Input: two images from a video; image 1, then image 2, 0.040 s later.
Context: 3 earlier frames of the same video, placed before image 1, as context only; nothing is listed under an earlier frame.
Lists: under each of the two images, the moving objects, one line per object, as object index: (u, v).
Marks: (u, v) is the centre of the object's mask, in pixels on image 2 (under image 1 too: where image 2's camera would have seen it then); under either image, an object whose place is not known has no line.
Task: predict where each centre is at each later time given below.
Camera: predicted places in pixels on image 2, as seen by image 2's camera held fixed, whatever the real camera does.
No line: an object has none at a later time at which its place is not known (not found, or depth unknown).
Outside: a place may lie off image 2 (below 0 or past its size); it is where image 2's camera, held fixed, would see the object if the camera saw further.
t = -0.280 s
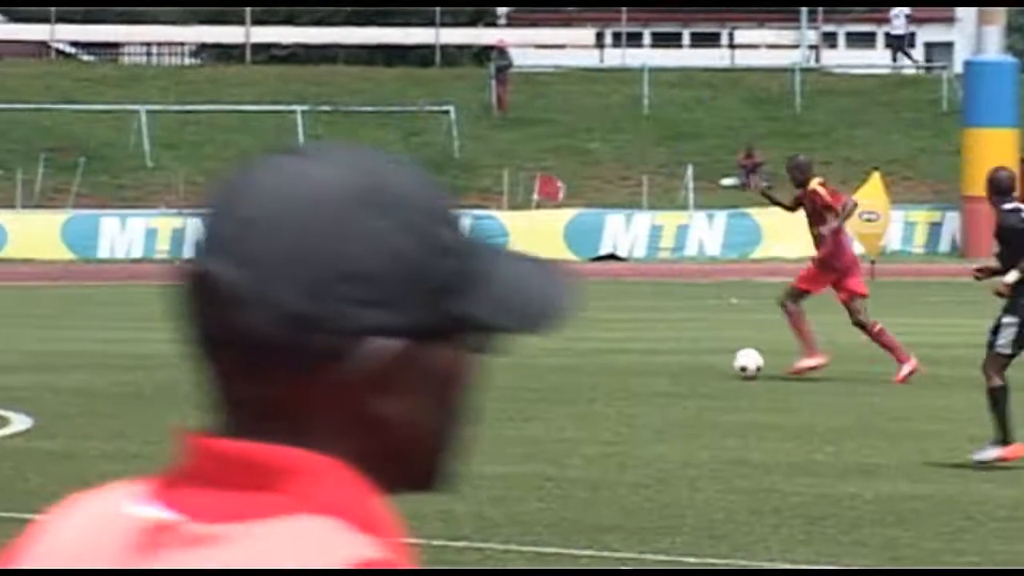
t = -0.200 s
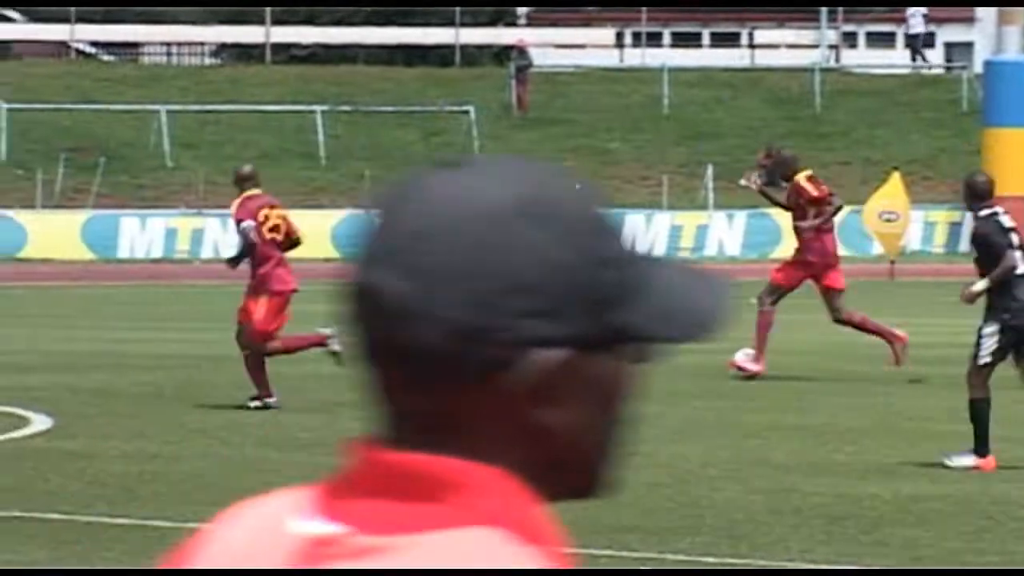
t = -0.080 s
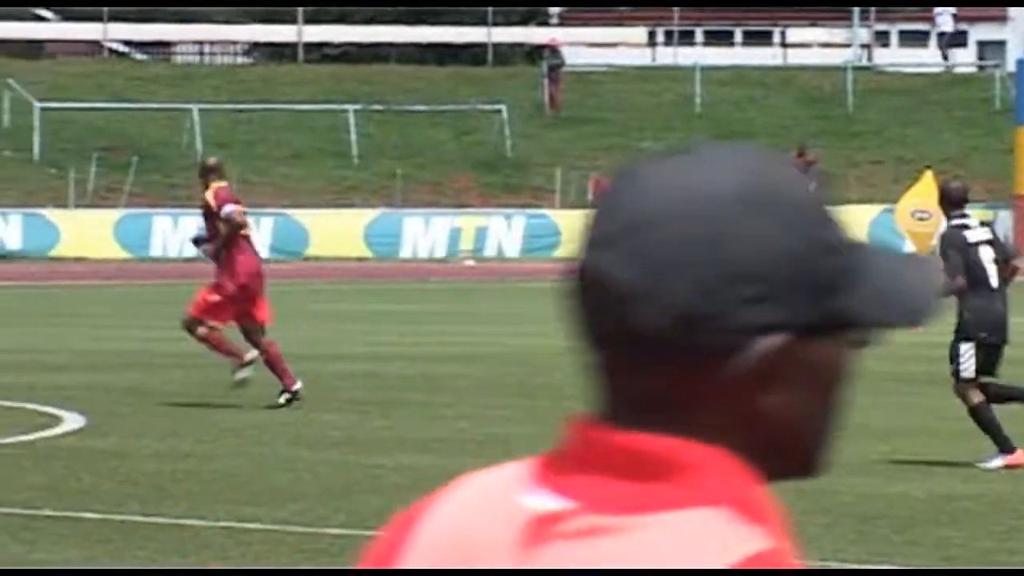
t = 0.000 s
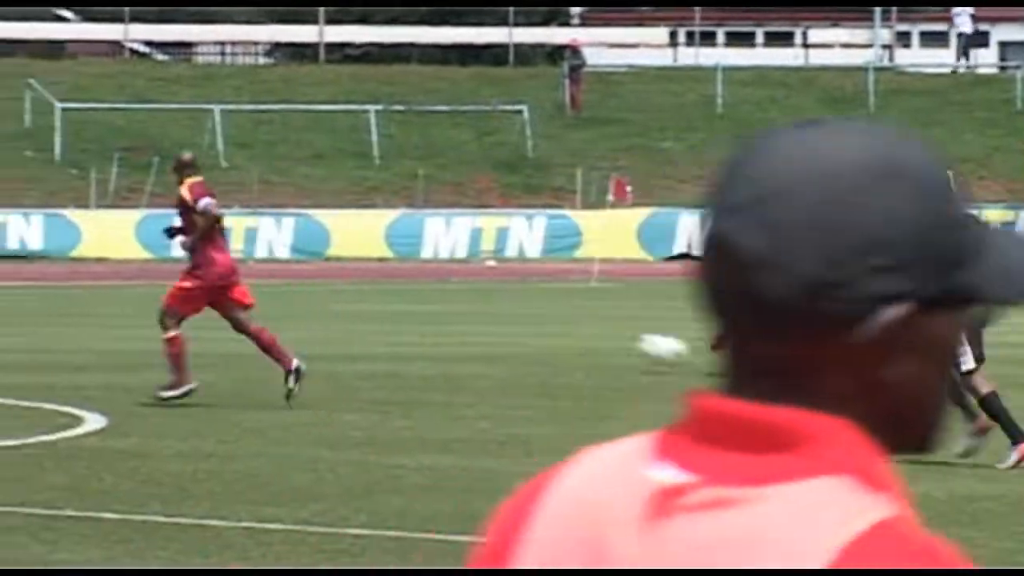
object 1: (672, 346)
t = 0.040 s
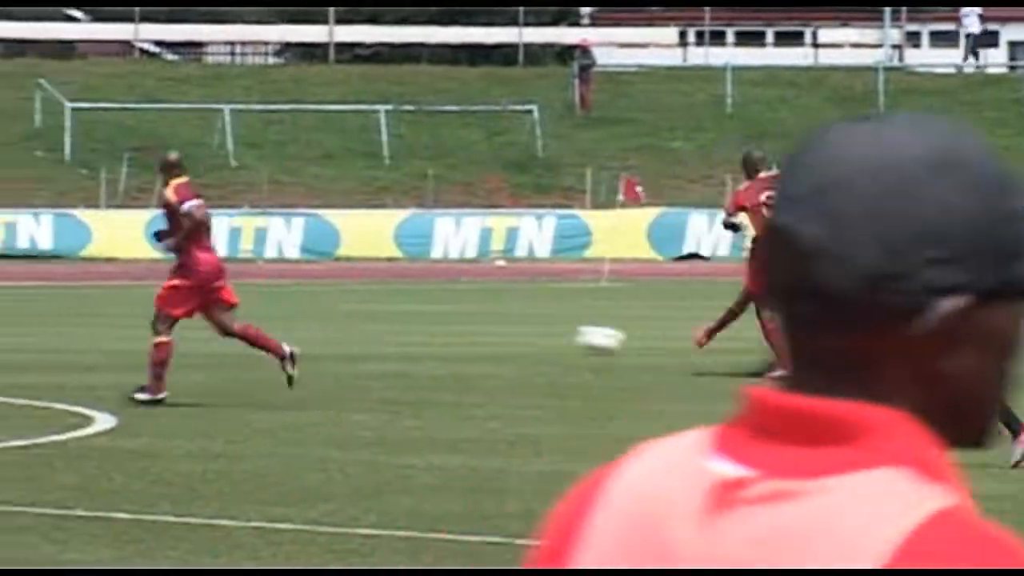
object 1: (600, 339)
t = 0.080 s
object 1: (531, 333)
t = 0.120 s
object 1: (463, 331)
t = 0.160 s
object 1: (399, 333)
